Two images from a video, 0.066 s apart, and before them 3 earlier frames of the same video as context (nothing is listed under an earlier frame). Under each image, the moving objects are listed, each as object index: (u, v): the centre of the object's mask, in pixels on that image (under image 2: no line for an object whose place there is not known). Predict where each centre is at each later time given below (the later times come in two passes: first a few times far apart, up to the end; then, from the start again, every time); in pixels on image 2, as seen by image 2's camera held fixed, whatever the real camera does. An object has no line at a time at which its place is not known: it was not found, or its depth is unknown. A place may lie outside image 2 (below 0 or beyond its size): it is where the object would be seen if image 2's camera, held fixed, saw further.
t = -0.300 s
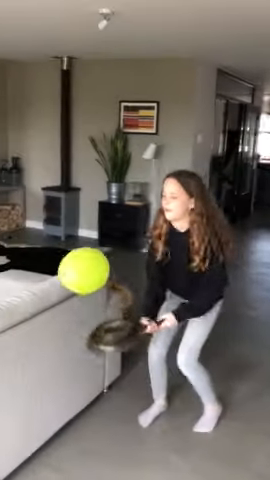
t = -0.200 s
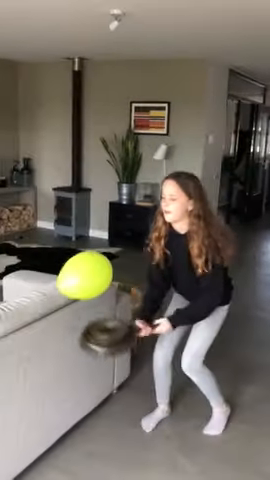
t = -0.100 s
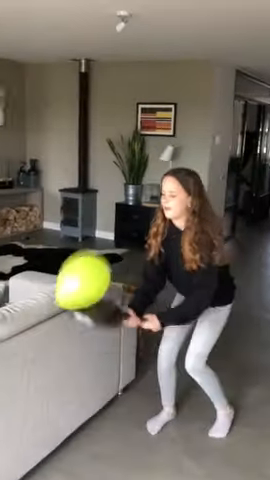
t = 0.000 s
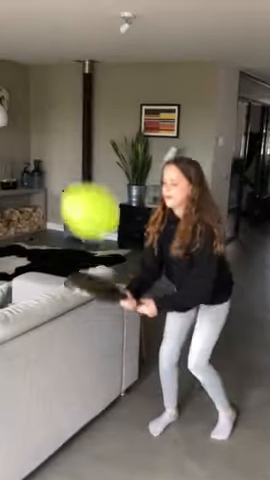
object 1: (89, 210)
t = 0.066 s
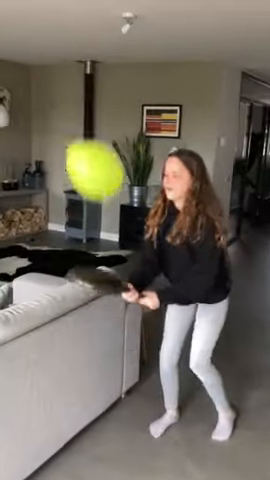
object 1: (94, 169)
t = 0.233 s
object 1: (105, 100)
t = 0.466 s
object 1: (117, 71)
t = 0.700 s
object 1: (117, 77)
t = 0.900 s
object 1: (116, 99)
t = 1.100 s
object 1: (120, 137)
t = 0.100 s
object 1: (95, 151)
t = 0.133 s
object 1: (97, 135)
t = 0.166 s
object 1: (100, 122)
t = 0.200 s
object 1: (102, 110)
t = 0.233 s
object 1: (105, 100)
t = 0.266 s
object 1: (107, 92)
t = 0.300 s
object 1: (110, 86)
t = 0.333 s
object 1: (112, 81)
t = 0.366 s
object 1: (114, 77)
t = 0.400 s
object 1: (115, 74)
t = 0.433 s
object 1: (116, 72)
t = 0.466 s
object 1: (117, 71)
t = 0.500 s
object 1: (117, 70)
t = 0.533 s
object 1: (117, 71)
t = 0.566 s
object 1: (118, 71)
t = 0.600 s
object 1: (118, 72)
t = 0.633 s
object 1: (117, 73)
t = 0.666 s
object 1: (117, 75)
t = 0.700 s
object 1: (117, 77)
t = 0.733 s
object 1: (116, 79)
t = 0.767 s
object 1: (116, 82)
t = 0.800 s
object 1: (116, 86)
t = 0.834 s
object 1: (116, 89)
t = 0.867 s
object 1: (116, 94)
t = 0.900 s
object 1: (116, 99)
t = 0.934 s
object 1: (116, 104)
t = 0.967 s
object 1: (116, 110)
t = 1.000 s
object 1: (117, 116)
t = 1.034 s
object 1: (118, 122)
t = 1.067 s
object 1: (119, 129)
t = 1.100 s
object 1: (120, 137)
